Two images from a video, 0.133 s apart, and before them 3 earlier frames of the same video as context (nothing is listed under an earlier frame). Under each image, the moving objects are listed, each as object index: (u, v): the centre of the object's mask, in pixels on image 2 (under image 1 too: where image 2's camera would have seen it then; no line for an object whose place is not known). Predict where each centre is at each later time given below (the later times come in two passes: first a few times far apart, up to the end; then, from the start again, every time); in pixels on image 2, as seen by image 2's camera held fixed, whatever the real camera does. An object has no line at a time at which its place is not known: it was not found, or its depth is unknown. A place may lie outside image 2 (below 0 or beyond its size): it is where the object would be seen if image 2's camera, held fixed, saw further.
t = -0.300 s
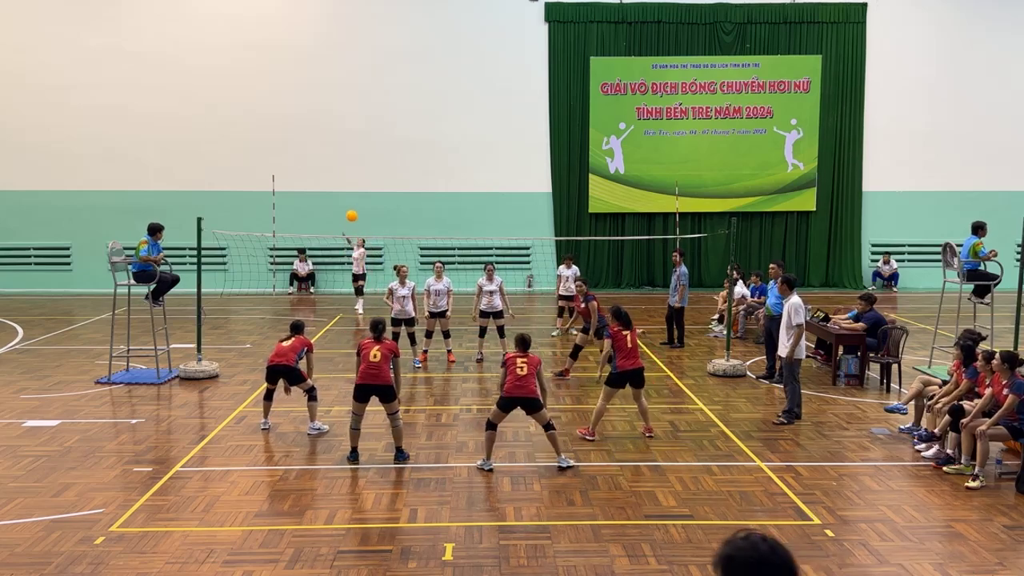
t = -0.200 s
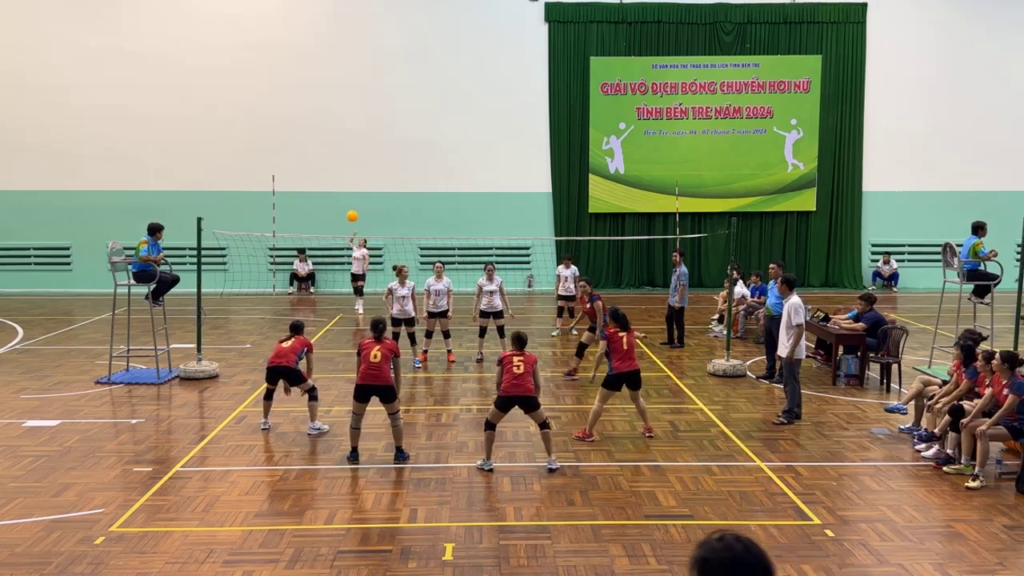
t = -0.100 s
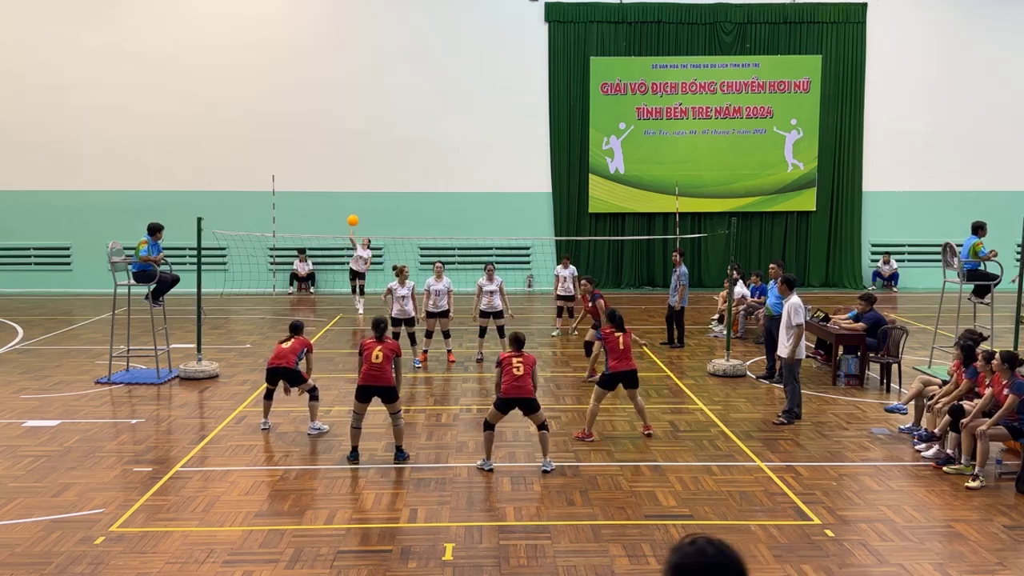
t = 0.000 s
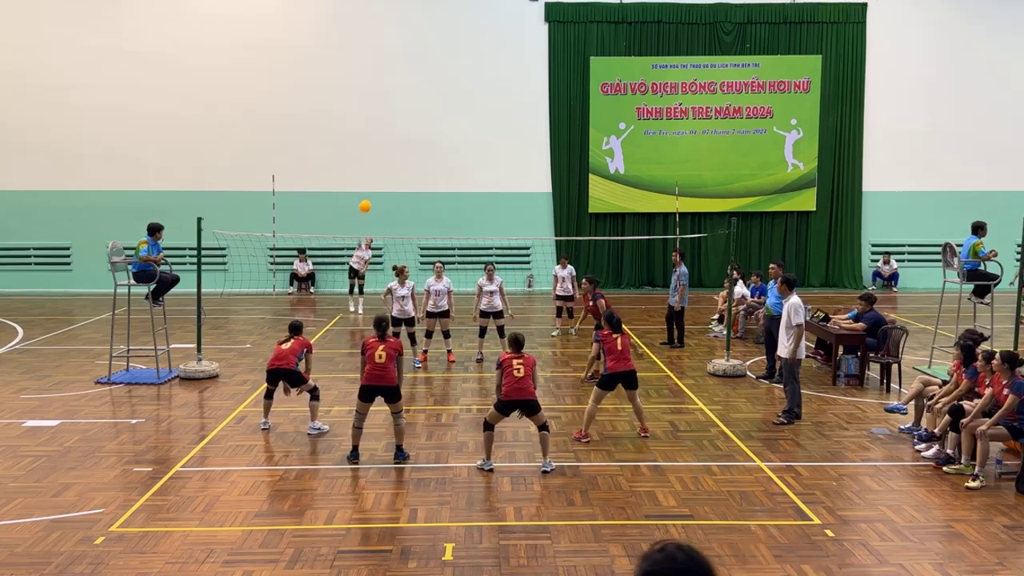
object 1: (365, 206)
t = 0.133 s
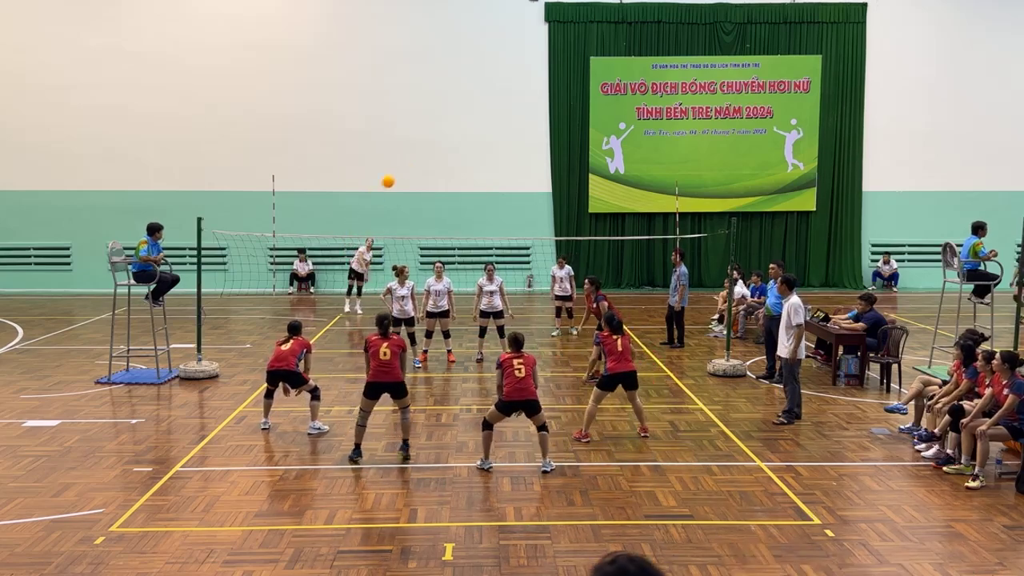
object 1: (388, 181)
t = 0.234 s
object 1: (405, 170)
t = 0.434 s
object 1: (438, 165)
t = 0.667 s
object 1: (477, 200)
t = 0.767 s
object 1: (494, 228)
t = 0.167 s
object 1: (393, 177)
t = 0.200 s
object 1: (399, 173)
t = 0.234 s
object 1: (405, 170)
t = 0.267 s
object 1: (411, 167)
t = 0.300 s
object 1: (417, 165)
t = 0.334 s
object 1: (422, 164)
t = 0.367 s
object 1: (427, 164)
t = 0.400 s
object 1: (433, 164)
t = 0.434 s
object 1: (438, 165)
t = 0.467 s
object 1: (444, 167)
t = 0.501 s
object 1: (449, 170)
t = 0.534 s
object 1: (455, 174)
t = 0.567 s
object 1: (460, 179)
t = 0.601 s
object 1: (465, 184)
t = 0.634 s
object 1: (471, 191)
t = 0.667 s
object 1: (477, 200)
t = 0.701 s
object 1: (482, 208)
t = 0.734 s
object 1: (488, 218)
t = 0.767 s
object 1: (494, 228)
